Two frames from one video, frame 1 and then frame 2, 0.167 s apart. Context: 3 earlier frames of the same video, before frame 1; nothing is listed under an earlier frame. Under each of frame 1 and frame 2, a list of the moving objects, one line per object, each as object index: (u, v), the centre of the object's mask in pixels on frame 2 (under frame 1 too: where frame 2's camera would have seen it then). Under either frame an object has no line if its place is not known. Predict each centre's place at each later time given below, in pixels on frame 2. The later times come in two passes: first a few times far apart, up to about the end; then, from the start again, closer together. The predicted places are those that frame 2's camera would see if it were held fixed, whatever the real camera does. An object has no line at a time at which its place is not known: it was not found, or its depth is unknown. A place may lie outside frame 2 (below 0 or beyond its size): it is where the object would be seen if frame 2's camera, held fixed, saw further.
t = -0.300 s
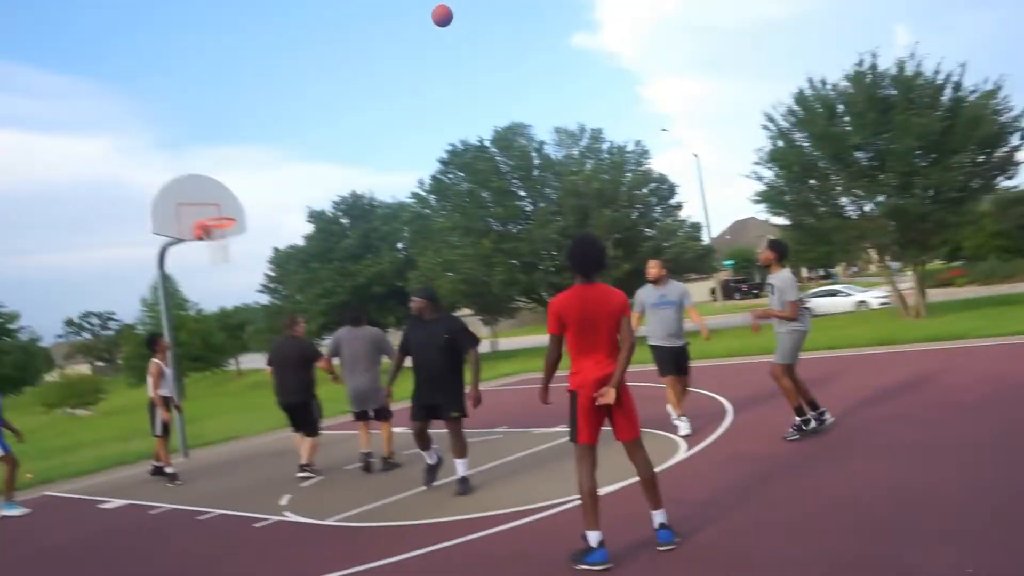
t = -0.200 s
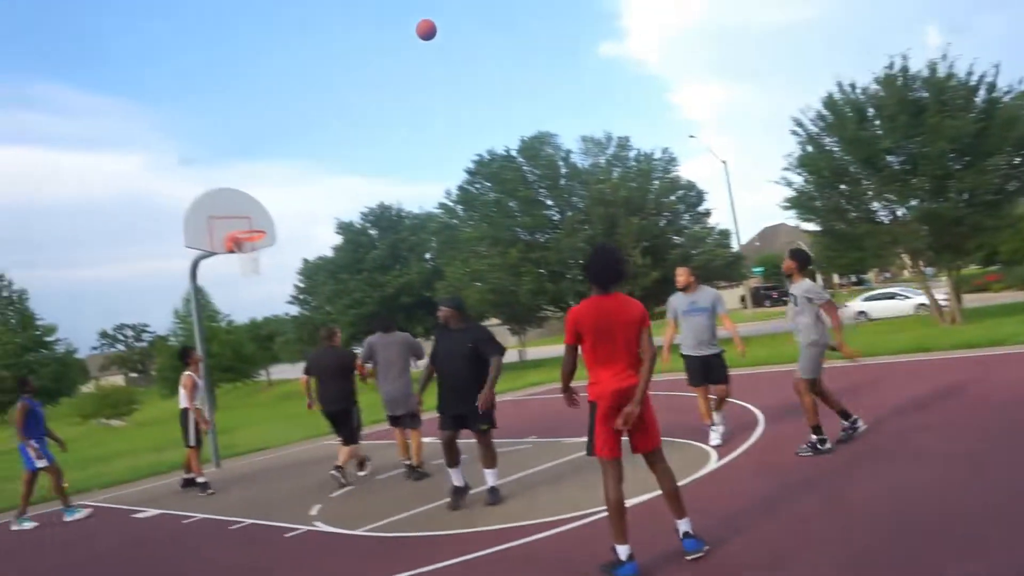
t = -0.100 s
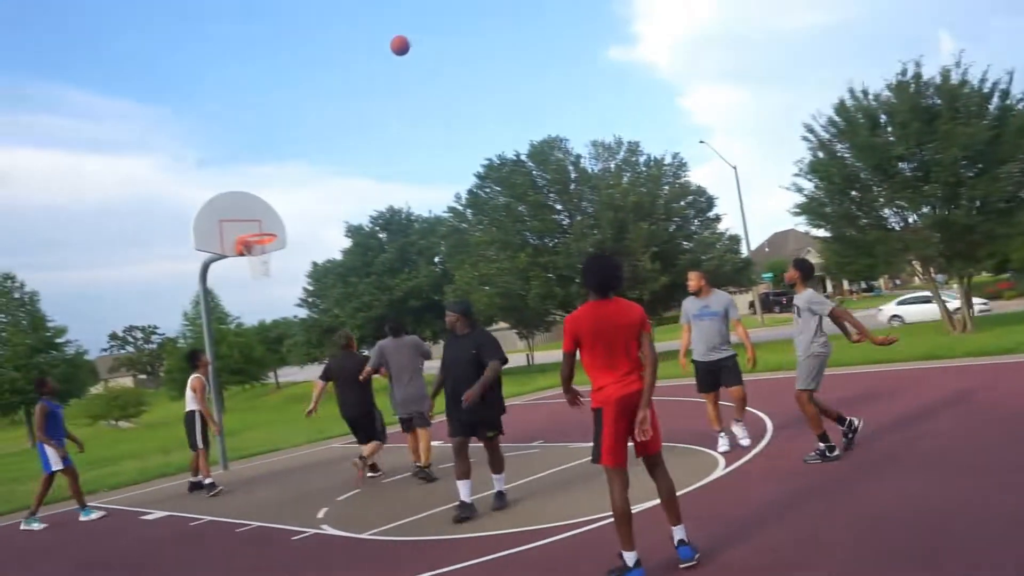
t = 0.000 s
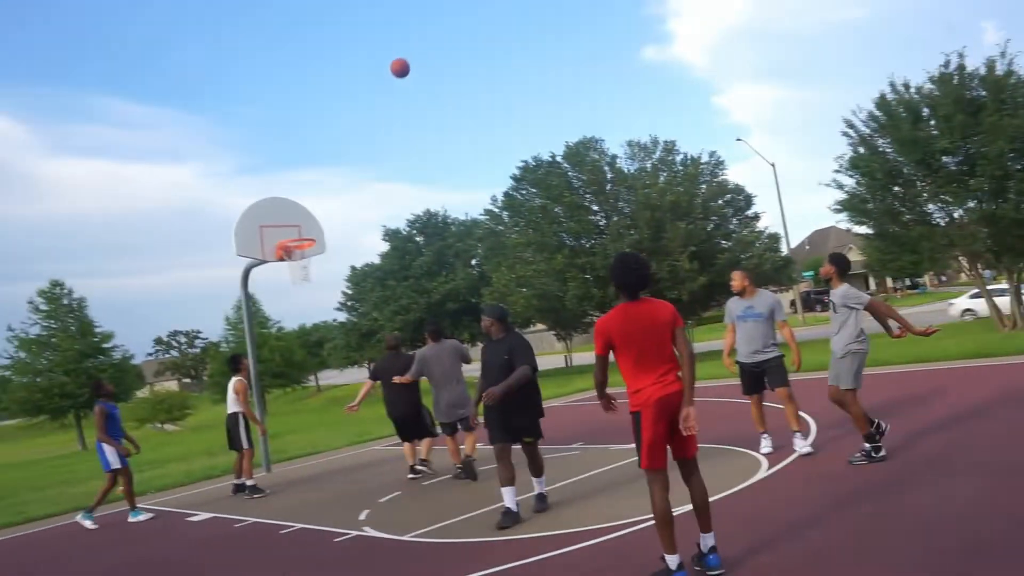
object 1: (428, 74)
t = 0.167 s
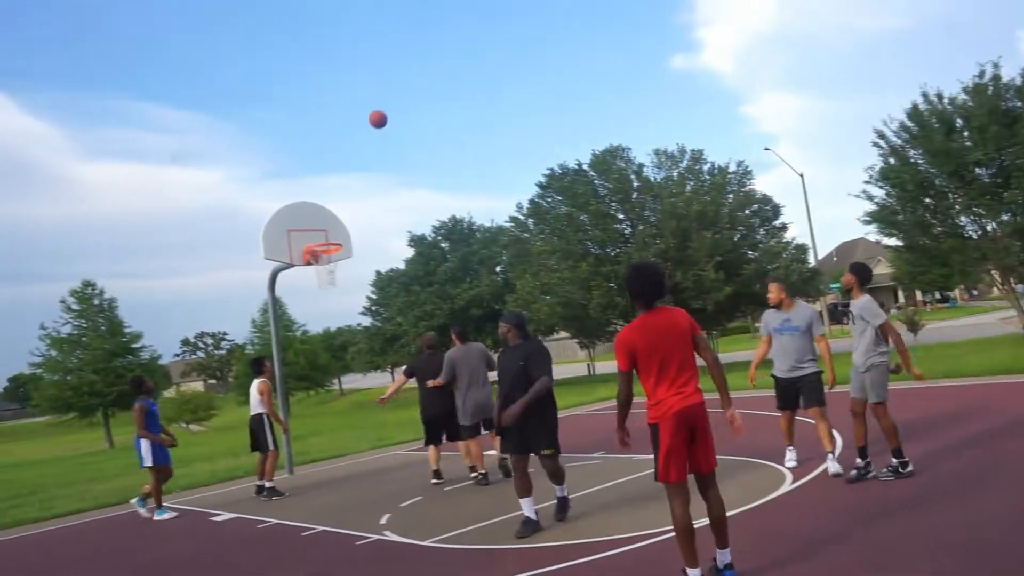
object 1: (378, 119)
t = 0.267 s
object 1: (351, 153)
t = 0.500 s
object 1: (316, 236)
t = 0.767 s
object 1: (339, 262)
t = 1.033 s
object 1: (329, 283)
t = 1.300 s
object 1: (315, 341)
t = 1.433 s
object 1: (310, 392)
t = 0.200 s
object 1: (369, 130)
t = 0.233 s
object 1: (360, 141)
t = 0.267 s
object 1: (351, 153)
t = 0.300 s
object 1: (342, 166)
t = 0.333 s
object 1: (333, 179)
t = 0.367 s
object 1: (325, 193)
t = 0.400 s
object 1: (317, 208)
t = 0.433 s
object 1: (309, 222)
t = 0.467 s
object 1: (311, 230)
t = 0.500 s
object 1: (316, 236)
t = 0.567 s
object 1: (327, 253)
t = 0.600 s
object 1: (332, 257)
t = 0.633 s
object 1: (337, 261)
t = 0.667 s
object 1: (339, 262)
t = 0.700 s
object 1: (339, 262)
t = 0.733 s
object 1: (340, 262)
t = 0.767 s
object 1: (339, 262)
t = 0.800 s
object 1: (338, 263)
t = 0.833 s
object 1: (338, 265)
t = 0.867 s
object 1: (337, 267)
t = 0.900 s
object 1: (336, 269)
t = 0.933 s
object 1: (335, 272)
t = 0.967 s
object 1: (333, 275)
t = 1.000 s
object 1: (331, 279)
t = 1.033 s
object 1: (329, 283)
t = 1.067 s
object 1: (327, 288)
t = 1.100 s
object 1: (325, 293)
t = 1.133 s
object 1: (323, 299)
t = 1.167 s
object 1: (321, 306)
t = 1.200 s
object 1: (319, 314)
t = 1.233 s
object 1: (317, 323)
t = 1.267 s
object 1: (316, 333)
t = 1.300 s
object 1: (315, 341)
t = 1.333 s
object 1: (314, 353)
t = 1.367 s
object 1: (312, 365)
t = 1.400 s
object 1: (312, 379)
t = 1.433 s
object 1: (310, 392)
